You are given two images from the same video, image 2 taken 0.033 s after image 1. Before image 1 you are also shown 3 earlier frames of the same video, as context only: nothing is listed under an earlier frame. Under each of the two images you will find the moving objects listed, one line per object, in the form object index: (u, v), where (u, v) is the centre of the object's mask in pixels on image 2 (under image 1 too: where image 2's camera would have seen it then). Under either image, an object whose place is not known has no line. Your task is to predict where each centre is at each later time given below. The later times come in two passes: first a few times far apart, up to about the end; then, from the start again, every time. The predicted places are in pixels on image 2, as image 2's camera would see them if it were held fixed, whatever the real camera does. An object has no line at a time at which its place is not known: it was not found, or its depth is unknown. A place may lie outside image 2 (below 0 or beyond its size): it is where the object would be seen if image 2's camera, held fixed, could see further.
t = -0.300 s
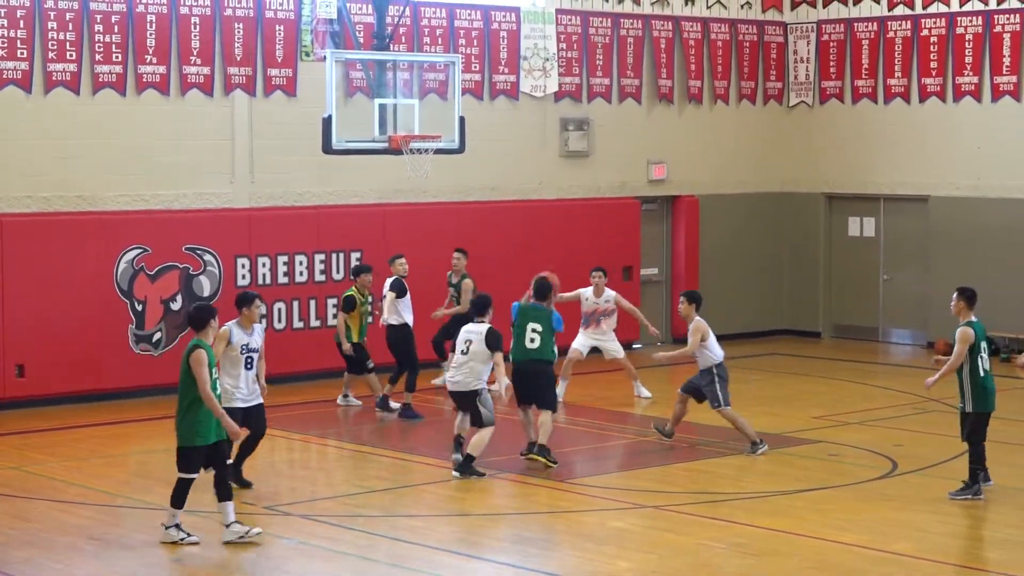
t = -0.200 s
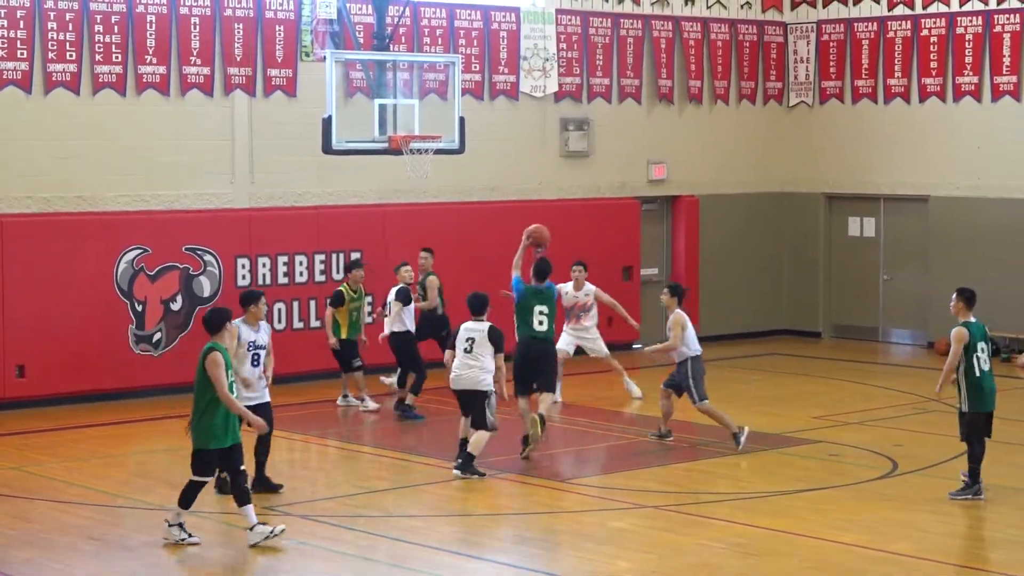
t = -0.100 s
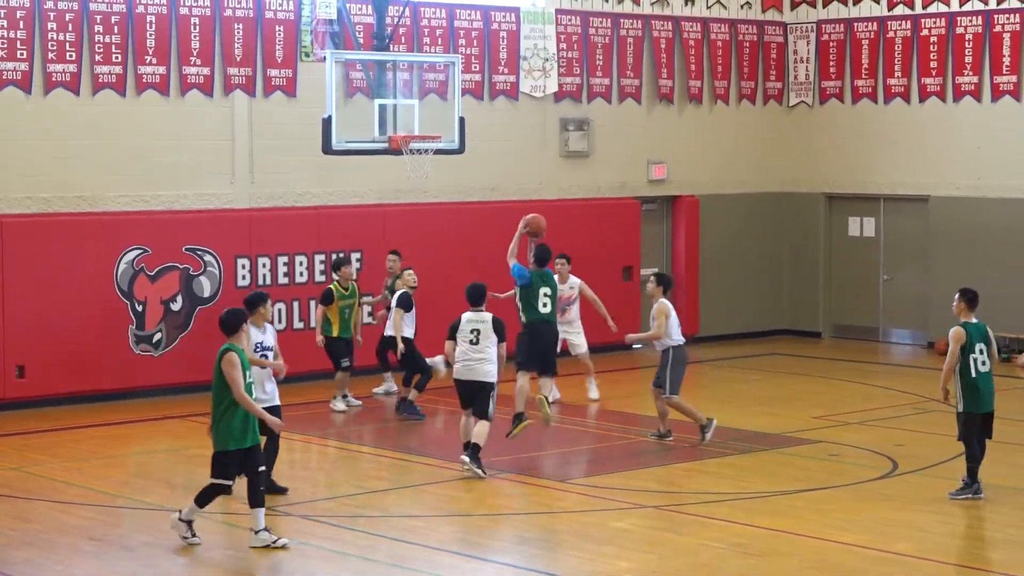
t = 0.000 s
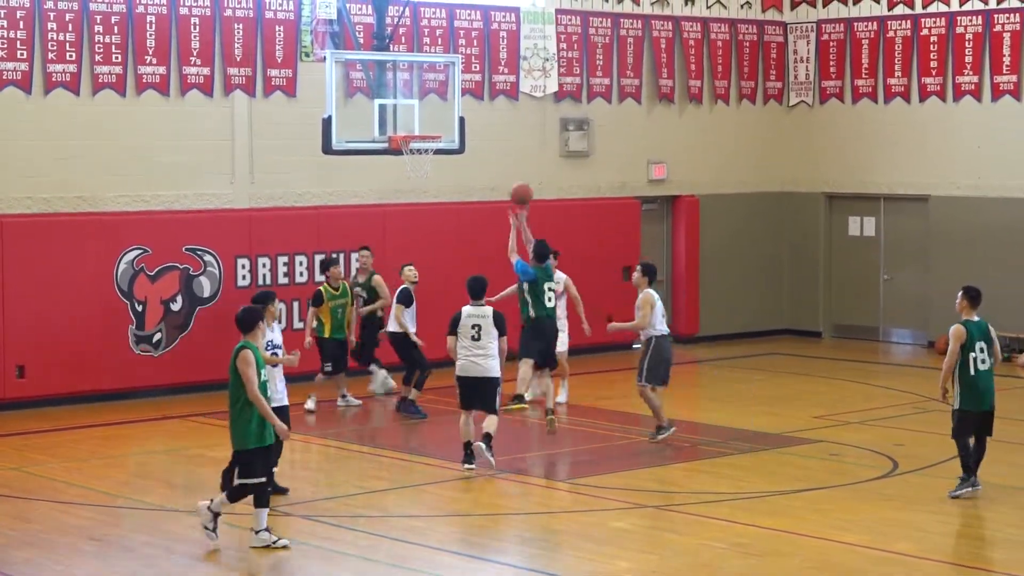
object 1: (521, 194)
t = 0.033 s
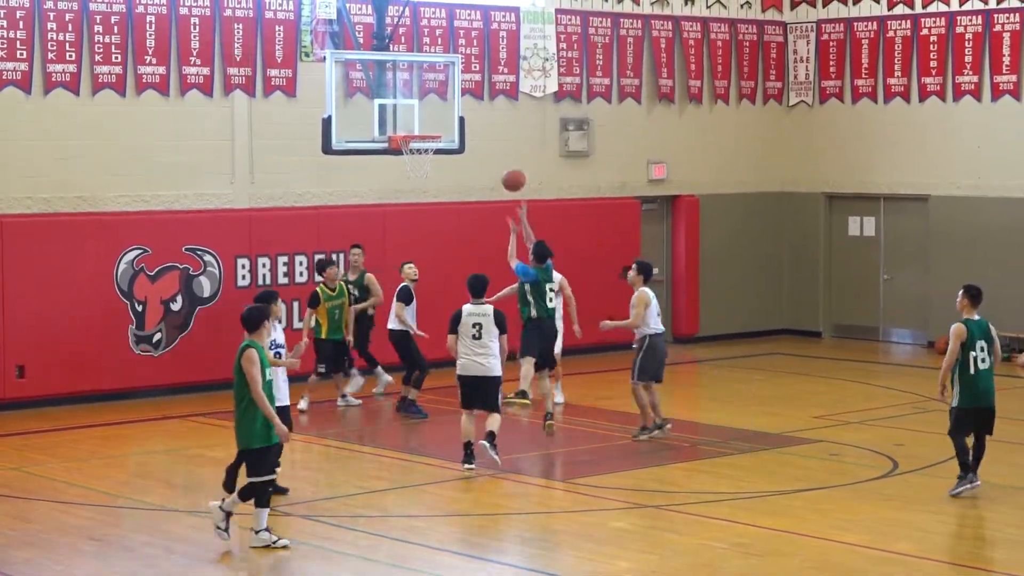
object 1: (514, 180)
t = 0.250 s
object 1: (466, 116)
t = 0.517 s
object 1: (413, 102)
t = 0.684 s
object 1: (427, 122)
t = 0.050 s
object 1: (509, 173)
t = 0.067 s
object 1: (506, 166)
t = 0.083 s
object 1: (502, 160)
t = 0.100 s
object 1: (498, 155)
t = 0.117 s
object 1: (494, 149)
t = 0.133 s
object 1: (491, 144)
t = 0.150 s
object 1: (487, 138)
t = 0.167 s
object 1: (484, 134)
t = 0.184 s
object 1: (480, 130)
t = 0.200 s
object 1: (477, 126)
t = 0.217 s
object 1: (473, 122)
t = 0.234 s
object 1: (470, 118)
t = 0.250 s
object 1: (466, 116)
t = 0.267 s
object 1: (462, 113)
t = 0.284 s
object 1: (459, 111)
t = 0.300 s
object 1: (455, 108)
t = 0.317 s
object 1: (452, 106)
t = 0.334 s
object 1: (449, 104)
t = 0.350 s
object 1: (445, 102)
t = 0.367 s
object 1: (442, 101)
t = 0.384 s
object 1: (438, 100)
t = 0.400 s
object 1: (435, 99)
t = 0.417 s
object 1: (432, 99)
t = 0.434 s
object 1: (429, 99)
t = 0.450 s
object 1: (426, 99)
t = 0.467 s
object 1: (422, 99)
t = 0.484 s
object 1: (419, 99)
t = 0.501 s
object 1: (416, 100)
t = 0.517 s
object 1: (413, 102)
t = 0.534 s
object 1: (410, 103)
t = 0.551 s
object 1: (407, 104)
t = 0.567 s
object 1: (404, 107)
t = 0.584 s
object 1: (402, 108)
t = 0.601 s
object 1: (406, 110)
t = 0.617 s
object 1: (410, 112)
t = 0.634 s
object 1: (414, 114)
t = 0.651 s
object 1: (419, 116)
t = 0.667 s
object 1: (423, 119)
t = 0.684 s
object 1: (427, 122)
